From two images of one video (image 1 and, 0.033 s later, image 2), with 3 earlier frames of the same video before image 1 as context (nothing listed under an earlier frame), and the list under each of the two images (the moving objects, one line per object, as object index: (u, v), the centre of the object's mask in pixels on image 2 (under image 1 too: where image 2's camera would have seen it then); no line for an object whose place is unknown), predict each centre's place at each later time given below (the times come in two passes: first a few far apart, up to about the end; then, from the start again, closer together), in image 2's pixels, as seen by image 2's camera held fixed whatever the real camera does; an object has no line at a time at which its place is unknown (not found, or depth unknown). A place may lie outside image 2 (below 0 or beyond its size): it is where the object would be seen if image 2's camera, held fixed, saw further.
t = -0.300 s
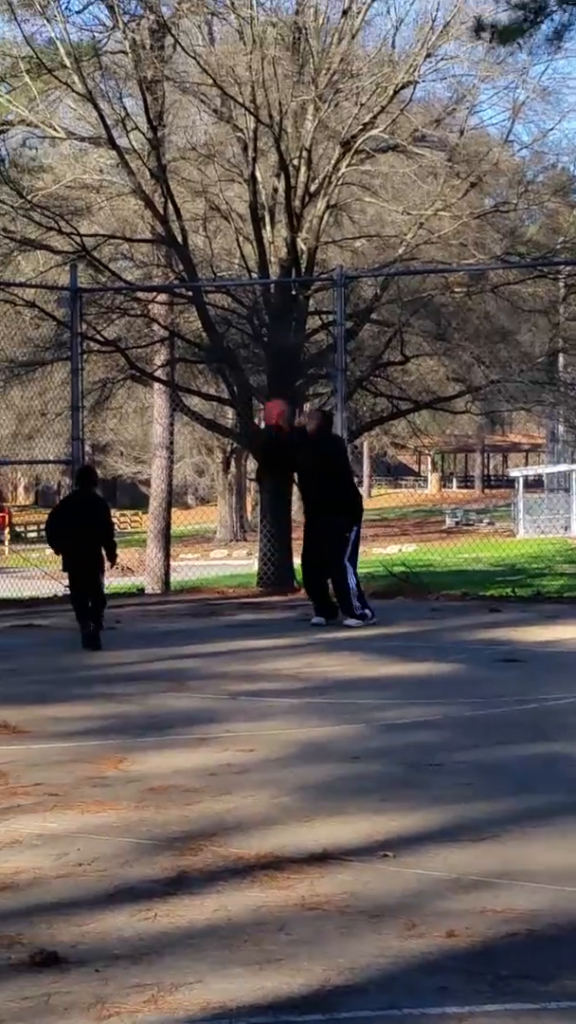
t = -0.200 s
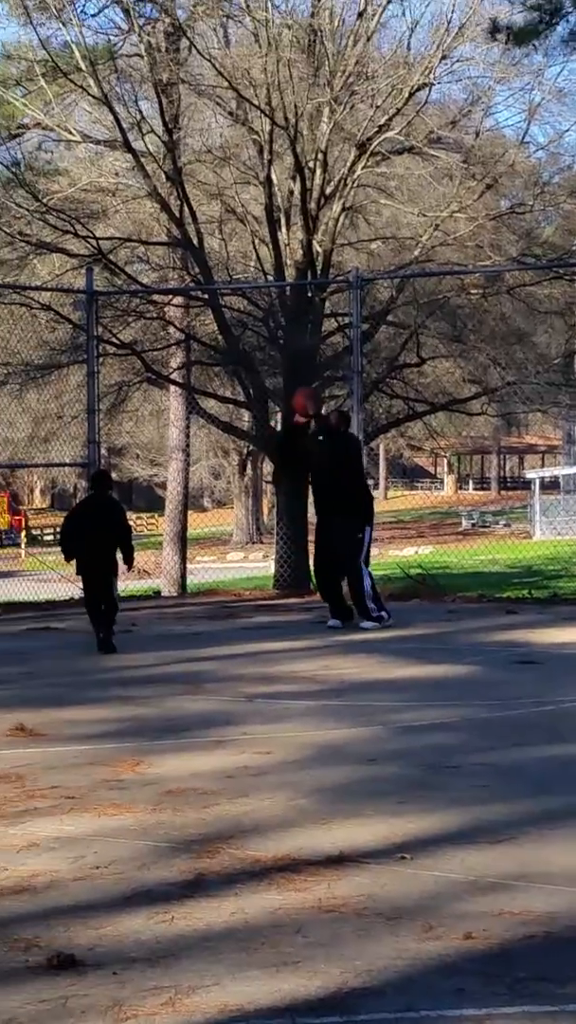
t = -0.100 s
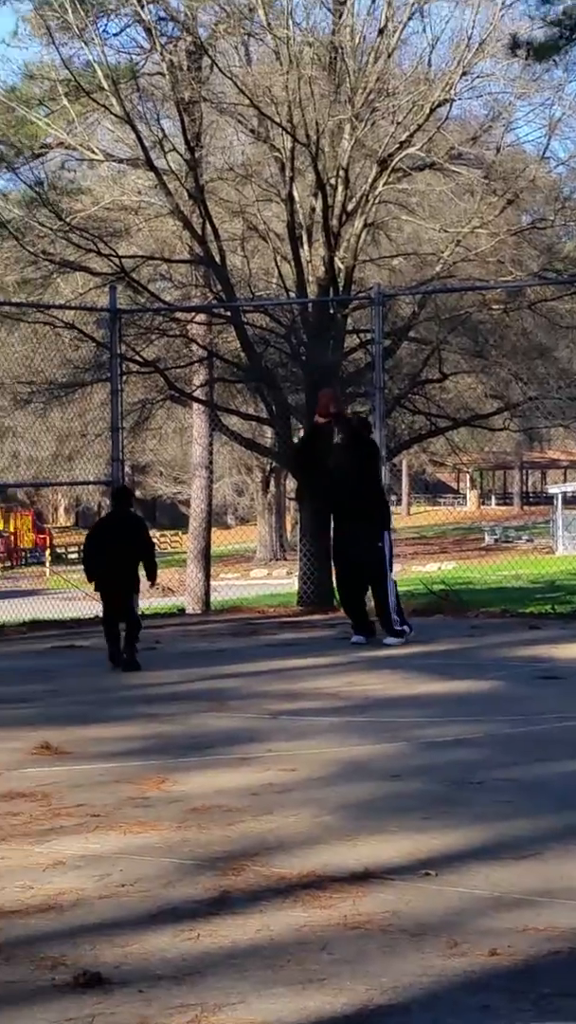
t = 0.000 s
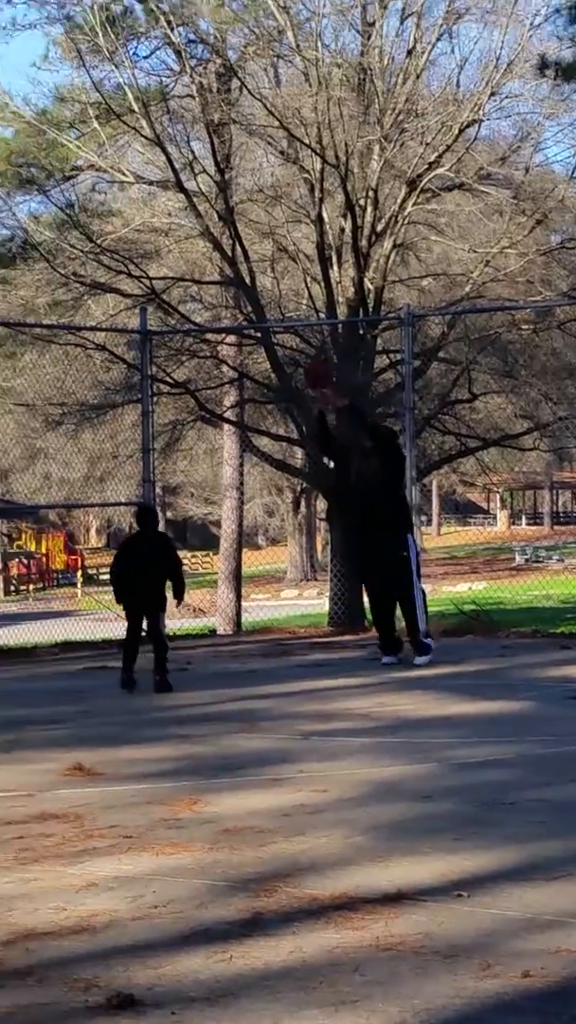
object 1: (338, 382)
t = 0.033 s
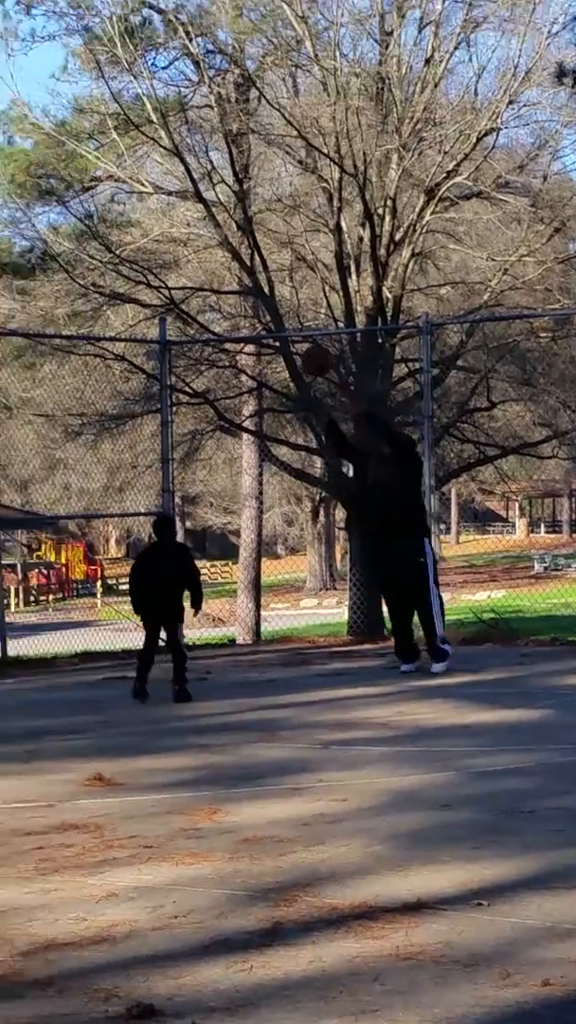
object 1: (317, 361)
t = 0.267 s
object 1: (166, 254)
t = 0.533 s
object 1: (-12, 217)
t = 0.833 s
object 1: (-60, 269)
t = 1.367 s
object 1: (-53, 313)
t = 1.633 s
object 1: (-66, 335)
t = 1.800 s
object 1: (-68, 383)
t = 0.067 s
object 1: (296, 342)
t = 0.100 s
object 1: (275, 324)
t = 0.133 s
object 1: (253, 306)
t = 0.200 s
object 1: (210, 277)
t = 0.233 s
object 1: (188, 265)
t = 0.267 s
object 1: (166, 254)
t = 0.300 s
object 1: (144, 244)
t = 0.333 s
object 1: (122, 235)
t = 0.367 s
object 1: (100, 229)
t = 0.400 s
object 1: (78, 224)
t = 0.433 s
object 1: (56, 219)
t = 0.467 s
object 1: (34, 217)
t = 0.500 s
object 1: (10, 217)
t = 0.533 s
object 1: (-12, 217)
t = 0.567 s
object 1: (-35, 218)
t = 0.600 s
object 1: (-57, 223)
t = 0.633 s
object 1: (-62, 227)
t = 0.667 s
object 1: (-60, 232)
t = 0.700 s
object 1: (-58, 239)
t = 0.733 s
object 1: (-54, 250)
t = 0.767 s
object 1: (-56, 257)
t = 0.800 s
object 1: (-55, 264)
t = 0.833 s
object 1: (-60, 269)
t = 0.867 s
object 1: (-65, 275)
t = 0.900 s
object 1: (-68, 278)
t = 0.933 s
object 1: (-72, 281)
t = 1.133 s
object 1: (-77, 299)
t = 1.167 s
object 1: (-73, 303)
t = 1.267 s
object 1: (-59, 307)
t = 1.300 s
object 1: (-56, 312)
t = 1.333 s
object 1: (-53, 313)
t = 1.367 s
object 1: (-53, 313)
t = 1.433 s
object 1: (-56, 315)
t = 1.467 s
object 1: (-57, 316)
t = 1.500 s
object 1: (-59, 317)
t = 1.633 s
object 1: (-66, 335)
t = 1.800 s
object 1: (-68, 383)
